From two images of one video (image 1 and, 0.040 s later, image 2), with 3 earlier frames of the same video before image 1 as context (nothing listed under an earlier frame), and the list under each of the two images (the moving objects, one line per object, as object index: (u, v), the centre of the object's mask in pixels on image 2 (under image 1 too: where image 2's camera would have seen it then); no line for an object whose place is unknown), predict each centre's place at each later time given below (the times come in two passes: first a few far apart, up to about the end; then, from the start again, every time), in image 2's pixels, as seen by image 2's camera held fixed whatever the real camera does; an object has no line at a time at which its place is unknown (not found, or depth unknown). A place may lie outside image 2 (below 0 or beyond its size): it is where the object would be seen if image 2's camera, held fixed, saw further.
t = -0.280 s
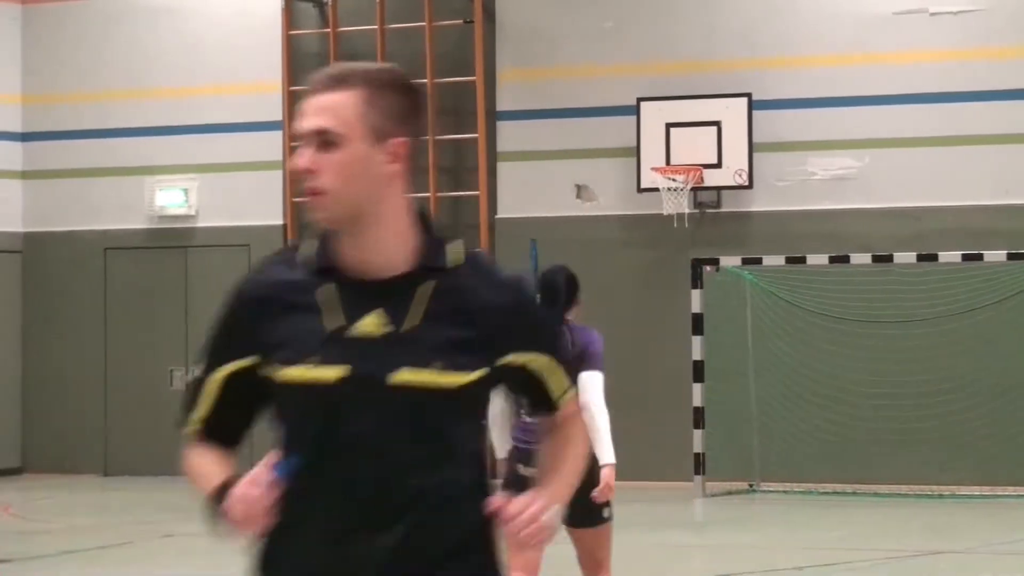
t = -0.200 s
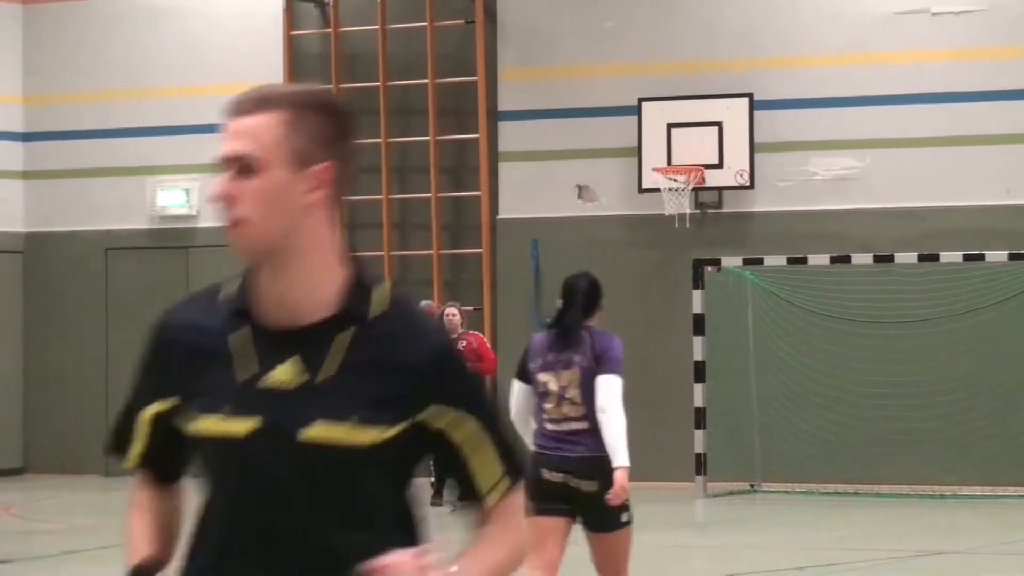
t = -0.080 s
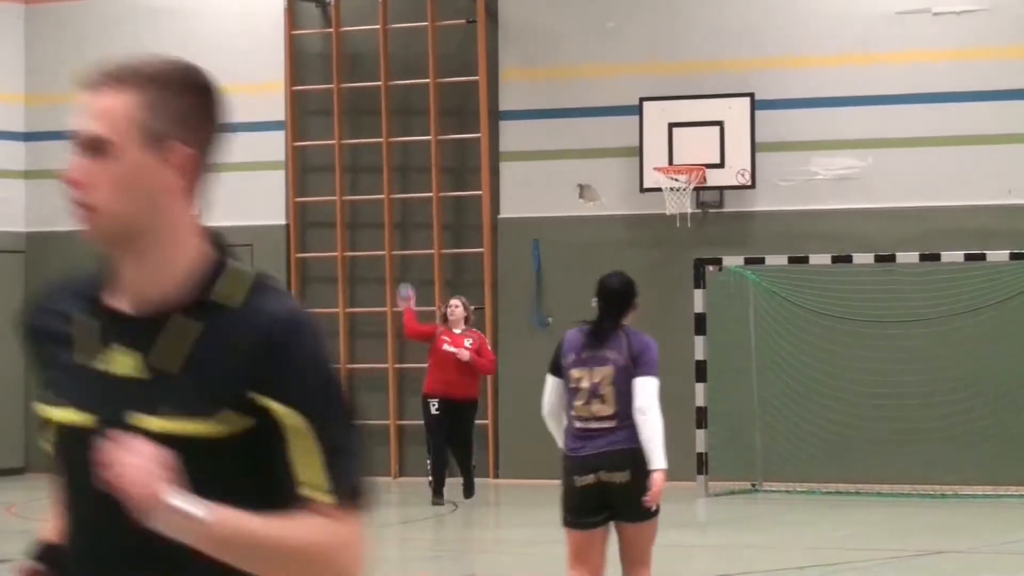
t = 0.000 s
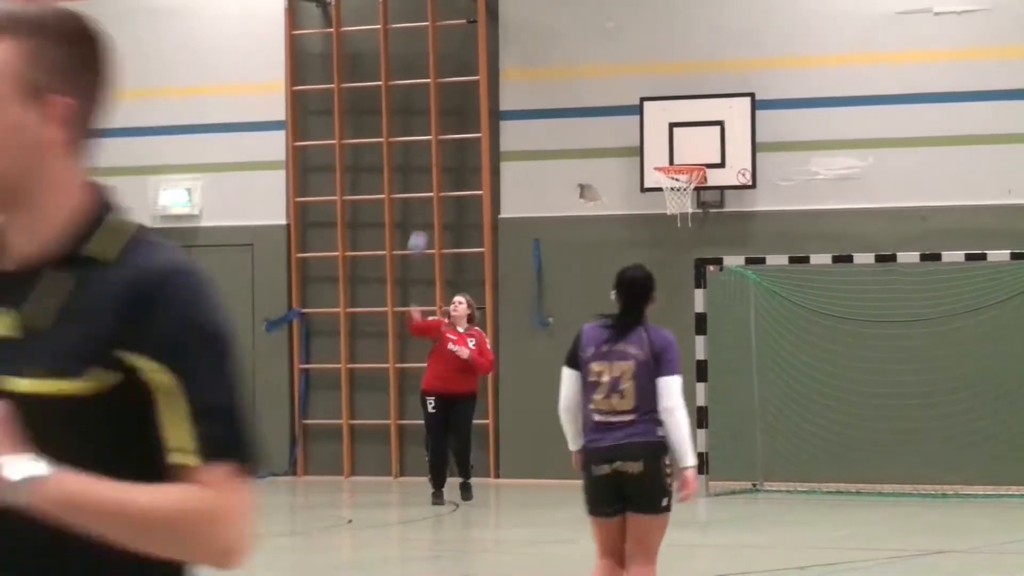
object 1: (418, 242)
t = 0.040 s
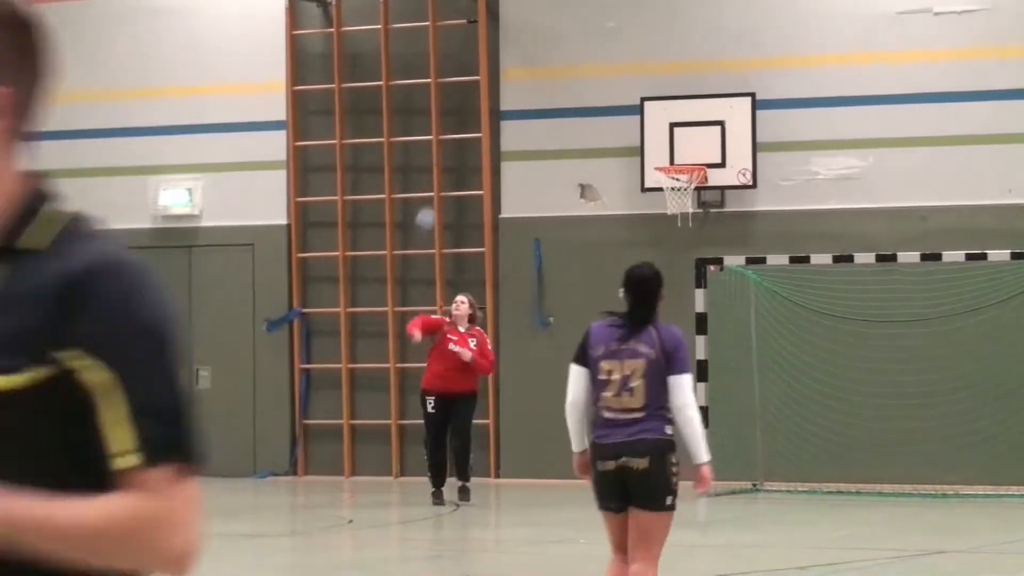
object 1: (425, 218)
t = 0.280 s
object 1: (480, 104)
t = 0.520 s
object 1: (551, 43)
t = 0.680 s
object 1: (612, 46)
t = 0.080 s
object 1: (434, 196)
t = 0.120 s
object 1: (442, 176)
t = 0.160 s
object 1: (451, 156)
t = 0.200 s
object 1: (461, 137)
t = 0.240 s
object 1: (469, 120)
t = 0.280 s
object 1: (480, 104)
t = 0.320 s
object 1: (489, 89)
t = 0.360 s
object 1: (501, 78)
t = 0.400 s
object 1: (512, 66)
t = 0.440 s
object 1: (525, 57)
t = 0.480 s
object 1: (538, 49)
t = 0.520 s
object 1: (551, 43)
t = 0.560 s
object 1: (565, 40)
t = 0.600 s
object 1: (581, 39)
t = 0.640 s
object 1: (596, 41)
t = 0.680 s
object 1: (612, 46)
